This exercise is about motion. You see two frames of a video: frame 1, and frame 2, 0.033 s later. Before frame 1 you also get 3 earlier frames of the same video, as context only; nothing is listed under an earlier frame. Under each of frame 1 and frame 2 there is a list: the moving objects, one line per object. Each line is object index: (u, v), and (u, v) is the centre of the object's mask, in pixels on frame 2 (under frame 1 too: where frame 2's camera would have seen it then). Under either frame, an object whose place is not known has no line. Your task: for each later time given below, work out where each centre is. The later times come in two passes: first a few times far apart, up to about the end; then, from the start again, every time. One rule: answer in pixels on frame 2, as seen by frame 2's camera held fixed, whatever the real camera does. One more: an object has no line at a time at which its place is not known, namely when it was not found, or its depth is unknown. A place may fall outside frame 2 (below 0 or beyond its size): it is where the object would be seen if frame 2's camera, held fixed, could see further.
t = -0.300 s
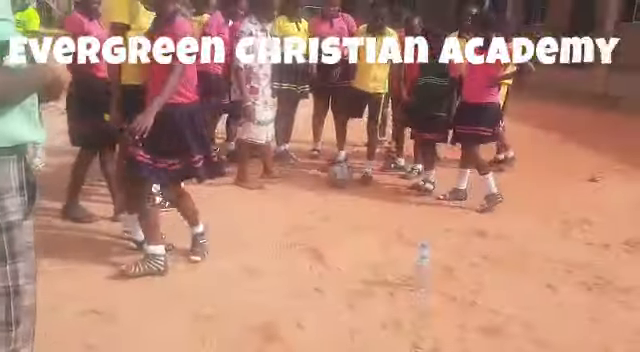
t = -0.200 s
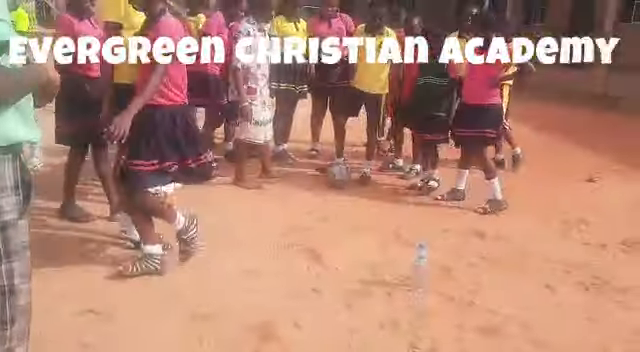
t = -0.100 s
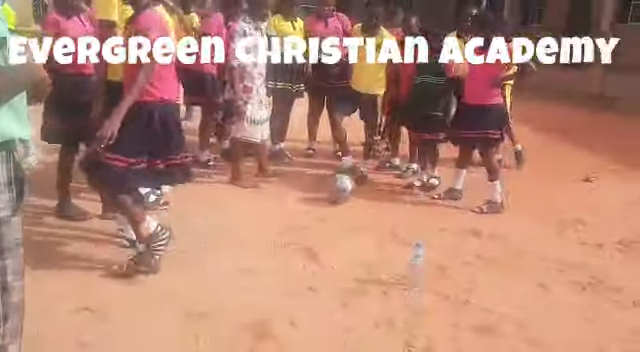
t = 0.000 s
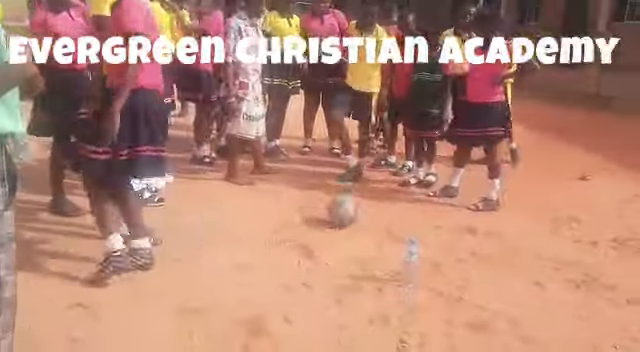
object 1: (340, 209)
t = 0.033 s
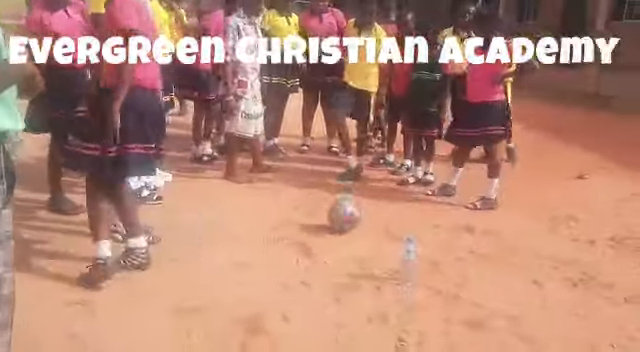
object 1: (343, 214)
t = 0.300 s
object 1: (358, 269)
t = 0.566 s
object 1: (383, 339)
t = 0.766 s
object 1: (414, 380)
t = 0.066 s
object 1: (347, 216)
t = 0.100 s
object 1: (350, 218)
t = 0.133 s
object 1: (351, 222)
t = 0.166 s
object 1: (353, 227)
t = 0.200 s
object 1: (355, 236)
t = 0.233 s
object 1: (355, 245)
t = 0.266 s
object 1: (357, 257)
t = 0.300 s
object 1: (358, 269)
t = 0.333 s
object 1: (359, 279)
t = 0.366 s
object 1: (364, 279)
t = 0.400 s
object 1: (367, 281)
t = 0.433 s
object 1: (371, 288)
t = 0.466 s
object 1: (374, 294)
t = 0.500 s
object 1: (378, 305)
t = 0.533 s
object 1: (380, 320)
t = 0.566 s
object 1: (383, 339)
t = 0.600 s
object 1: (386, 362)
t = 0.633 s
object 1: (389, 370)
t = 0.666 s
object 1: (396, 370)
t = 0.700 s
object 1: (402, 372)
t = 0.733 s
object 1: (407, 376)
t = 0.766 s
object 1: (414, 380)
